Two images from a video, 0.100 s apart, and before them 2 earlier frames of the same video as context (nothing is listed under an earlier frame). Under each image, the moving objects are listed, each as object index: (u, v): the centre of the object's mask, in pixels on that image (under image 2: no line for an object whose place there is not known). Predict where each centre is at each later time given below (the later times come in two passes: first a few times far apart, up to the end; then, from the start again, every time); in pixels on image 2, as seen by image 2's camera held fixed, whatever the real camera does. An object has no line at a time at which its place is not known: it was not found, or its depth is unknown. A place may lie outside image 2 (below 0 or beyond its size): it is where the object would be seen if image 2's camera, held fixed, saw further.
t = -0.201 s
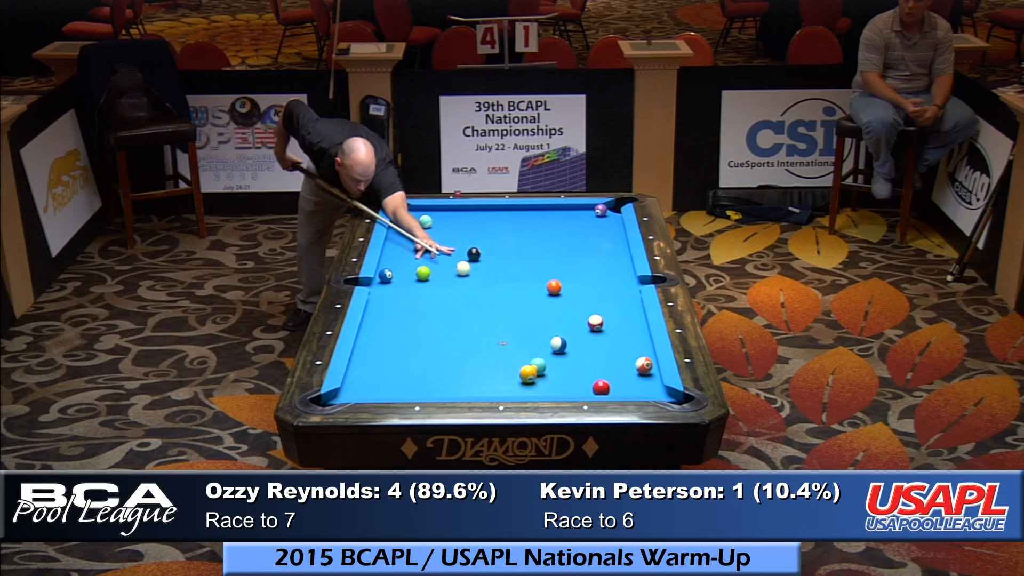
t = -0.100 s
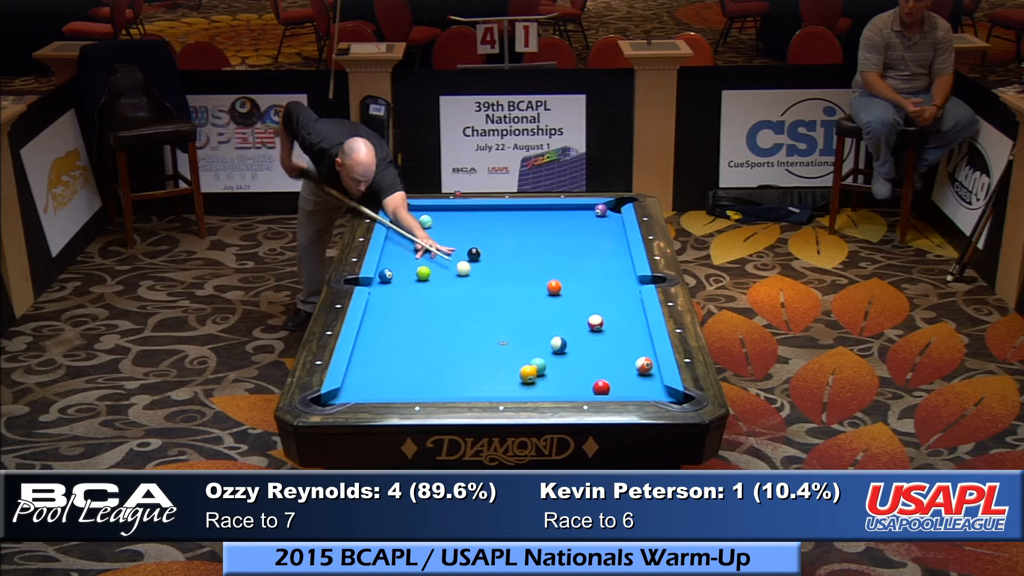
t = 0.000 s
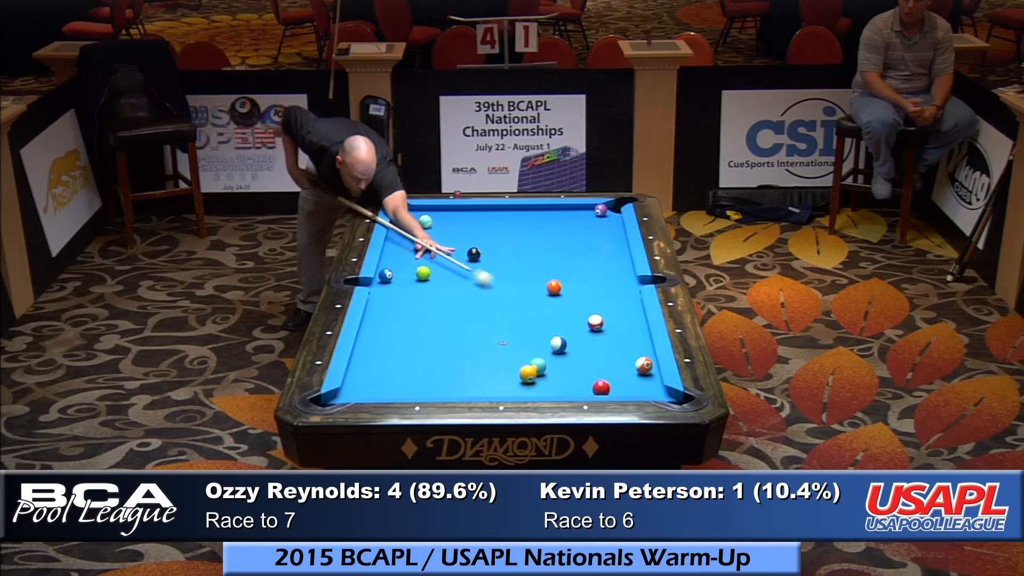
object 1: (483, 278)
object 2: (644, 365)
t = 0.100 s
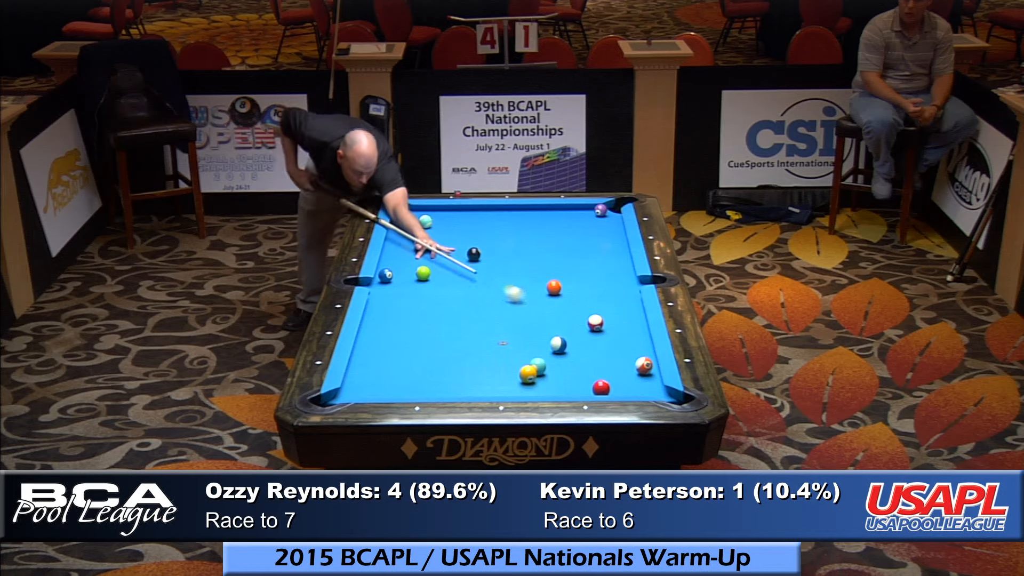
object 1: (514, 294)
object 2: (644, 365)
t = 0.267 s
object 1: (568, 321)
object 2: (644, 365)
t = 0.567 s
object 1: (632, 361)
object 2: (649, 383)
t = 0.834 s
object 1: (581, 375)
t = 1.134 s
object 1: (522, 389)
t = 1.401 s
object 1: (479, 388)
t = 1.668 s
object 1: (441, 381)
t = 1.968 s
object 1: (400, 373)
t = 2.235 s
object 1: (367, 367)
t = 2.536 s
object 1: (374, 359)
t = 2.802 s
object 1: (396, 351)
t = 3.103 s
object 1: (419, 344)
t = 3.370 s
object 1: (437, 338)
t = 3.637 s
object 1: (453, 332)
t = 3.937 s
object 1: (470, 327)
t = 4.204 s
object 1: (484, 322)
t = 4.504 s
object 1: (498, 318)
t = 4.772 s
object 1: (509, 314)
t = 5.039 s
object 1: (519, 311)
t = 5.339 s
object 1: (529, 308)
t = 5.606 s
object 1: (536, 305)
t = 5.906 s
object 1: (543, 303)
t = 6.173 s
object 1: (548, 301)
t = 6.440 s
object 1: (551, 300)
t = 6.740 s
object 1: (554, 299)
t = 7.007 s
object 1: (556, 298)
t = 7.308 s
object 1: (557, 298)
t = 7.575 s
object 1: (557, 298)
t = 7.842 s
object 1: (557, 298)
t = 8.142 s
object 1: (557, 298)
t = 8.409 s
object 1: (557, 298)
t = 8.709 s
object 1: (557, 298)
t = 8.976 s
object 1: (557, 298)
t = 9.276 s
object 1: (557, 298)
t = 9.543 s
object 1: (557, 298)
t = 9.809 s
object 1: (557, 298)
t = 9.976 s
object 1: (557, 298)
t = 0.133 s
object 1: (524, 299)
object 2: (644, 365)
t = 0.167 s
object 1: (535, 304)
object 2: (644, 365)
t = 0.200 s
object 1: (546, 310)
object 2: (644, 365)
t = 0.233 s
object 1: (557, 316)
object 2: (644, 365)
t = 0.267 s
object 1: (568, 321)
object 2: (644, 365)
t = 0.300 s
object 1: (579, 327)
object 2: (644, 365)
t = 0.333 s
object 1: (591, 333)
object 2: (644, 365)
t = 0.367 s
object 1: (603, 339)
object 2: (644, 365)
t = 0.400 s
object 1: (616, 346)
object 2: (644, 365)
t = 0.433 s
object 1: (628, 352)
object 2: (644, 365)
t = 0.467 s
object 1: (638, 355)
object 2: (644, 366)
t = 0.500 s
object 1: (648, 357)
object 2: (646, 371)
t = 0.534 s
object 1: (639, 360)
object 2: (647, 377)
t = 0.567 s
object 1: (632, 361)
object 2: (649, 383)
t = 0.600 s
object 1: (625, 363)
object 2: (650, 387)
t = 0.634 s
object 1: (619, 364)
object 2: (652, 391)
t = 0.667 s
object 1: (612, 366)
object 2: (656, 393)
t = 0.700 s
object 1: (606, 368)
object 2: (663, 395)
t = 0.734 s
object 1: (599, 370)
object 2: (670, 398)
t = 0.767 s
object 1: (593, 371)
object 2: (675, 401)
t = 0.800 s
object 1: (587, 373)
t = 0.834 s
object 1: (581, 375)
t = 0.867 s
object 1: (574, 377)
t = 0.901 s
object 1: (568, 379)
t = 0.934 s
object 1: (561, 380)
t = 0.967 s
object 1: (555, 382)
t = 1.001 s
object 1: (549, 384)
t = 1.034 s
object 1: (542, 386)
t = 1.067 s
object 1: (535, 387)
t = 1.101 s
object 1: (529, 387)
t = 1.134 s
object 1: (522, 389)
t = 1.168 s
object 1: (516, 390)
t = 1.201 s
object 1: (509, 391)
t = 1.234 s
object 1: (504, 390)
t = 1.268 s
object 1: (499, 390)
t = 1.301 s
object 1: (494, 389)
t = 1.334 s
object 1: (489, 389)
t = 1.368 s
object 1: (483, 388)
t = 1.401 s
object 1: (479, 388)
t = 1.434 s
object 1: (474, 387)
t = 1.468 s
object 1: (469, 387)
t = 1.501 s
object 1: (464, 386)
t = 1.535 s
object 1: (459, 385)
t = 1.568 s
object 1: (454, 384)
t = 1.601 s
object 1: (450, 383)
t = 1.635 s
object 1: (445, 382)
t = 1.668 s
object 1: (441, 381)
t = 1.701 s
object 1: (436, 380)
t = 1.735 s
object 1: (431, 380)
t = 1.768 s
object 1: (427, 379)
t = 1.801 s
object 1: (422, 378)
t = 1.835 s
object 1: (418, 377)
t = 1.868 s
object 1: (413, 376)
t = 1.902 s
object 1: (409, 375)
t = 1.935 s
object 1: (405, 374)
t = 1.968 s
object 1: (400, 373)
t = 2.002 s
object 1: (396, 373)
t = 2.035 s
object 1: (392, 372)
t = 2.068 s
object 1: (387, 371)
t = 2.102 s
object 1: (383, 370)
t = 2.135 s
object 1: (379, 369)
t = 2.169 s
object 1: (375, 369)
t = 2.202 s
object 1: (371, 368)
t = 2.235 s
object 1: (367, 367)
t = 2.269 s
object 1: (363, 366)
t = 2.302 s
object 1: (359, 365)
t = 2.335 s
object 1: (357, 364)
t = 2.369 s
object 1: (359, 364)
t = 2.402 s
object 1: (362, 363)
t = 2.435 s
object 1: (365, 362)
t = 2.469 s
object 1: (368, 361)
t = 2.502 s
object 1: (371, 360)
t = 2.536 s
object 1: (374, 359)
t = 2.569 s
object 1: (377, 358)
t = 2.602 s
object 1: (380, 357)
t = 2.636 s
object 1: (383, 356)
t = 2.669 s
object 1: (385, 355)
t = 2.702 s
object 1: (388, 354)
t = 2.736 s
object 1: (391, 353)
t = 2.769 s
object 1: (393, 353)
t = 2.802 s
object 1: (396, 351)
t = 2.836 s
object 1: (399, 351)
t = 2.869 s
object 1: (401, 350)
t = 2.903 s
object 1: (404, 349)
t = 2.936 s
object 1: (406, 348)
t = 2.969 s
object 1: (409, 347)
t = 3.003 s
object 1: (411, 346)
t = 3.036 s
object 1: (414, 346)
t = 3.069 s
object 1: (416, 345)
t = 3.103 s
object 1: (419, 344)
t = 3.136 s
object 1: (421, 343)
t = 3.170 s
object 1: (423, 343)
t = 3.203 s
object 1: (426, 342)
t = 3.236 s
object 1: (428, 341)
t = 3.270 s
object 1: (430, 340)
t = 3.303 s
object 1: (432, 339)
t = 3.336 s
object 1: (434, 339)
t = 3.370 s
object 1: (437, 338)
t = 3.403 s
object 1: (439, 337)
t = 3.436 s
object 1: (441, 337)
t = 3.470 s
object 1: (443, 336)
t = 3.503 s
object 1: (445, 335)
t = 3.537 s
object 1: (447, 334)
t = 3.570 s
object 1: (449, 334)
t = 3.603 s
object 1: (451, 333)
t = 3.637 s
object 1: (453, 332)
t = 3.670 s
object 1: (455, 332)
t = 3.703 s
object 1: (457, 331)
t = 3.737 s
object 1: (459, 331)
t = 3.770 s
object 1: (461, 330)
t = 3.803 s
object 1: (463, 329)
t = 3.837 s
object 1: (465, 329)
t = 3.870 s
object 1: (467, 328)
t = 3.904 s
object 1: (469, 328)
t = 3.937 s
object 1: (470, 327)
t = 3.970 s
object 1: (472, 326)
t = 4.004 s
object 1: (474, 326)
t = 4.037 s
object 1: (476, 325)
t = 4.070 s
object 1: (478, 325)
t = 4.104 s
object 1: (479, 324)
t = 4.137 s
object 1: (481, 323)
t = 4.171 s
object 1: (482, 323)
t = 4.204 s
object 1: (484, 322)
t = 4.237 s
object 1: (486, 322)
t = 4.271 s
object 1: (487, 321)
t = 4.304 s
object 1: (489, 321)
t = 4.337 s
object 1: (491, 320)
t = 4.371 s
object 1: (492, 320)
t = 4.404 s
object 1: (494, 319)
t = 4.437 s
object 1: (495, 319)
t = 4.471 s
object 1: (497, 318)
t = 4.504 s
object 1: (498, 318)
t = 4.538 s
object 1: (500, 317)
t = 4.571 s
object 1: (501, 317)
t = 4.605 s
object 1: (502, 316)
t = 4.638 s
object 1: (504, 316)
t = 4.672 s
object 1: (505, 315)
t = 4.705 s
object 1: (507, 315)
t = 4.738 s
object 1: (508, 315)
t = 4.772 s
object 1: (509, 314)
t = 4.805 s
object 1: (511, 314)
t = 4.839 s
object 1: (512, 313)
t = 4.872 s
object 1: (513, 313)
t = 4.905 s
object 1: (514, 313)
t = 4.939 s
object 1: (516, 312)
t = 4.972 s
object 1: (517, 312)
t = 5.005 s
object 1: (518, 311)
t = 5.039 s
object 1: (519, 311)
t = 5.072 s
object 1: (520, 311)
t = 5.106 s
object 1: (522, 310)
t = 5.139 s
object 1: (523, 310)
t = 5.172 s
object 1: (524, 309)
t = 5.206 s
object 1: (525, 309)
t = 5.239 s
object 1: (526, 309)
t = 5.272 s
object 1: (527, 308)
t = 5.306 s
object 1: (528, 308)
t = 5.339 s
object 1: (529, 308)
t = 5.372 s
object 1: (530, 307)
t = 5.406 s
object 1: (531, 307)
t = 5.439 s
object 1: (532, 307)
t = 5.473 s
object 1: (533, 306)
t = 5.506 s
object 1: (534, 306)
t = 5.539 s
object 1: (535, 306)
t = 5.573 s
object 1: (536, 306)
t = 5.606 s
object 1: (536, 305)
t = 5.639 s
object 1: (537, 305)
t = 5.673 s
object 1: (538, 305)
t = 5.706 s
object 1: (539, 305)
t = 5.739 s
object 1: (540, 304)
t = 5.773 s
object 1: (540, 304)
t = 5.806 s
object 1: (541, 304)
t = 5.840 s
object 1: (542, 304)
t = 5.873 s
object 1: (542, 303)
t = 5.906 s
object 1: (543, 303)
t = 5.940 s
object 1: (544, 303)
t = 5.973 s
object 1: (545, 303)
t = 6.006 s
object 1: (545, 302)
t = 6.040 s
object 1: (546, 302)
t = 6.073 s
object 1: (546, 302)
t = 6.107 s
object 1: (547, 302)
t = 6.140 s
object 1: (547, 302)
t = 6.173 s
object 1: (548, 301)
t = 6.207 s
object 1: (548, 301)
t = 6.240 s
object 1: (549, 301)
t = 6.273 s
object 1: (549, 301)
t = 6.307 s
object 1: (550, 301)
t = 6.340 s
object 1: (550, 300)
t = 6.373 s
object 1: (551, 300)
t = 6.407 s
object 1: (551, 300)
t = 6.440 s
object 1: (551, 300)
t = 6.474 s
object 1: (552, 300)
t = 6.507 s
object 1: (552, 300)
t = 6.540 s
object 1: (553, 300)
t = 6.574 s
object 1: (553, 299)
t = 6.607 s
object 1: (553, 299)
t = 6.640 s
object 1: (554, 299)
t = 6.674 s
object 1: (554, 299)
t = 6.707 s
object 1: (554, 299)
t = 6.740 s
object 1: (554, 299)
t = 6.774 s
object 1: (555, 299)
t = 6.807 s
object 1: (555, 298)
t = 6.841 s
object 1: (555, 298)
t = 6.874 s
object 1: (555, 298)
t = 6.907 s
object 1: (556, 298)
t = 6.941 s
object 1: (556, 298)
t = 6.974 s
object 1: (556, 298)
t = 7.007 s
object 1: (556, 298)
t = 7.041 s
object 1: (556, 298)
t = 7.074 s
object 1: (556, 298)
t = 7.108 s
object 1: (556, 298)
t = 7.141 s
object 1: (557, 298)
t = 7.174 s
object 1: (557, 298)
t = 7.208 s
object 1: (557, 298)
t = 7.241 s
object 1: (557, 298)
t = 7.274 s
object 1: (557, 298)
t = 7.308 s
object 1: (557, 298)
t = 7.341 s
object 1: (557, 298)
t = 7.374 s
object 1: (557, 298)
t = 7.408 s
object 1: (557, 298)
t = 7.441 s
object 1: (557, 298)
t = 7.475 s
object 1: (557, 298)
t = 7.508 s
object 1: (557, 298)
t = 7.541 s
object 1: (557, 298)
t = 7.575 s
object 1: (557, 298)
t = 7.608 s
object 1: (557, 298)
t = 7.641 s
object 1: (557, 298)
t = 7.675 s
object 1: (557, 298)
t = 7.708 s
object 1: (557, 298)
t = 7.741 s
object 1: (557, 298)
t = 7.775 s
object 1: (557, 298)
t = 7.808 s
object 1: (557, 298)
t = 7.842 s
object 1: (557, 298)
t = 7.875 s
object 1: (557, 298)
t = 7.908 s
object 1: (557, 298)
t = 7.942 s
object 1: (557, 298)
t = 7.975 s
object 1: (557, 298)
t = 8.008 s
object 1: (557, 298)
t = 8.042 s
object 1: (557, 298)
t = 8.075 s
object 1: (557, 298)
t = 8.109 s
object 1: (557, 298)
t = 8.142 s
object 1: (557, 298)
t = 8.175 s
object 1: (557, 298)
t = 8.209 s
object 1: (557, 298)
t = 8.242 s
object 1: (557, 298)
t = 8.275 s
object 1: (557, 298)
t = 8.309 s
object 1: (557, 298)
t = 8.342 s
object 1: (557, 298)
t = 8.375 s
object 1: (557, 298)
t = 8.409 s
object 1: (557, 298)
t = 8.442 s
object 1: (557, 298)
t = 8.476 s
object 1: (557, 298)
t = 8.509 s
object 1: (557, 298)
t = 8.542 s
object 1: (557, 298)
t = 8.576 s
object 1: (557, 298)
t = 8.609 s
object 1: (557, 298)
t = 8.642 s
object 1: (557, 298)
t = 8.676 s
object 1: (557, 298)
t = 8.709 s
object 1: (557, 298)
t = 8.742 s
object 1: (557, 298)
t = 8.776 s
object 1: (557, 298)
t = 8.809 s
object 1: (557, 298)
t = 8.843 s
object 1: (557, 298)
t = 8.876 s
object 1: (557, 298)
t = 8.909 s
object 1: (557, 298)
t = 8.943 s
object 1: (557, 298)
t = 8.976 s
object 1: (557, 298)
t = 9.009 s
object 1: (557, 298)
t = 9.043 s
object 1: (557, 298)
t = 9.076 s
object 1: (557, 298)
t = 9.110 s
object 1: (557, 298)
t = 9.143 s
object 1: (557, 298)
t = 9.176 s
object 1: (557, 298)
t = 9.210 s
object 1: (557, 298)
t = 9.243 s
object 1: (557, 298)
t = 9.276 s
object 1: (557, 298)
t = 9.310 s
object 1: (557, 298)
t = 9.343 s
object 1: (557, 298)
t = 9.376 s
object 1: (557, 298)
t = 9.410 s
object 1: (557, 298)
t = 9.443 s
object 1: (557, 298)
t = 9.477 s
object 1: (557, 298)
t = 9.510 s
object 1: (557, 298)
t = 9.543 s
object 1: (557, 298)
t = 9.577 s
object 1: (557, 298)
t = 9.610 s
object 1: (557, 298)
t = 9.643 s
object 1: (557, 298)
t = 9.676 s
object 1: (557, 298)
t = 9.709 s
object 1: (557, 298)
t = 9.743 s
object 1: (557, 298)
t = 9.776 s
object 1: (557, 298)
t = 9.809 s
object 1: (557, 298)
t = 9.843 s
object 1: (557, 298)
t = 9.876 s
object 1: (557, 298)
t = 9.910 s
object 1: (557, 298)
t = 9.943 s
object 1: (557, 298)
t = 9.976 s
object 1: (557, 298)
